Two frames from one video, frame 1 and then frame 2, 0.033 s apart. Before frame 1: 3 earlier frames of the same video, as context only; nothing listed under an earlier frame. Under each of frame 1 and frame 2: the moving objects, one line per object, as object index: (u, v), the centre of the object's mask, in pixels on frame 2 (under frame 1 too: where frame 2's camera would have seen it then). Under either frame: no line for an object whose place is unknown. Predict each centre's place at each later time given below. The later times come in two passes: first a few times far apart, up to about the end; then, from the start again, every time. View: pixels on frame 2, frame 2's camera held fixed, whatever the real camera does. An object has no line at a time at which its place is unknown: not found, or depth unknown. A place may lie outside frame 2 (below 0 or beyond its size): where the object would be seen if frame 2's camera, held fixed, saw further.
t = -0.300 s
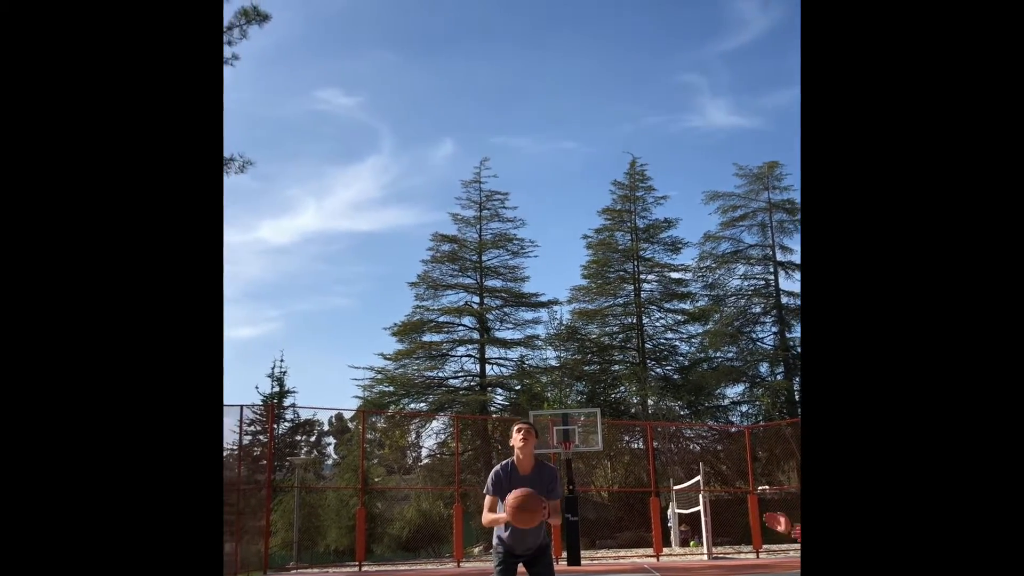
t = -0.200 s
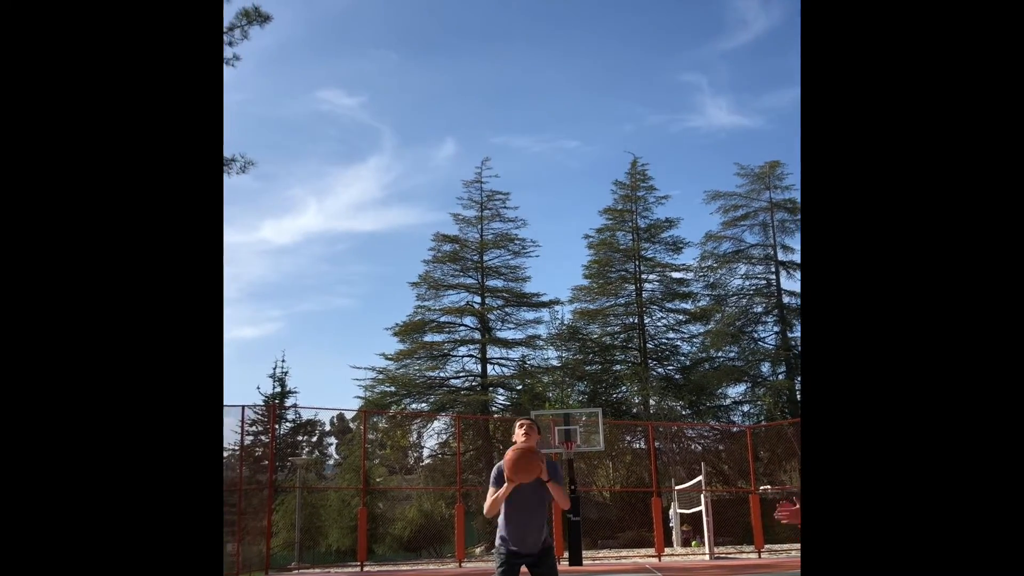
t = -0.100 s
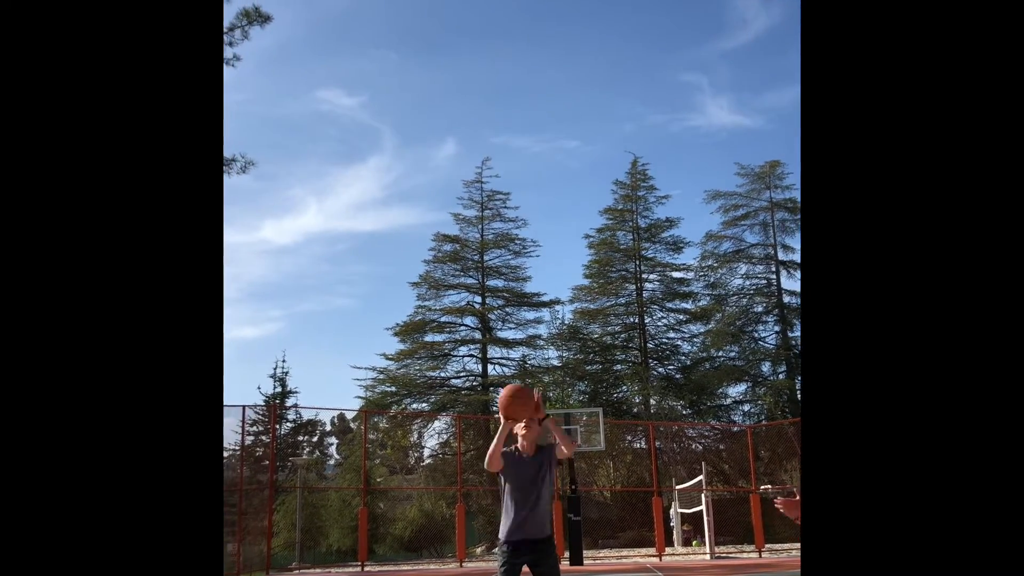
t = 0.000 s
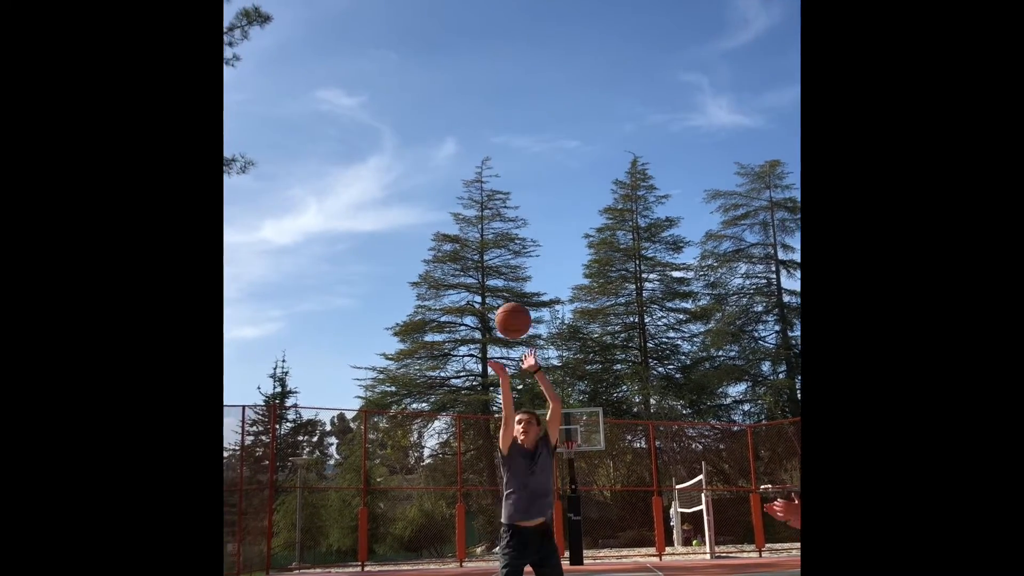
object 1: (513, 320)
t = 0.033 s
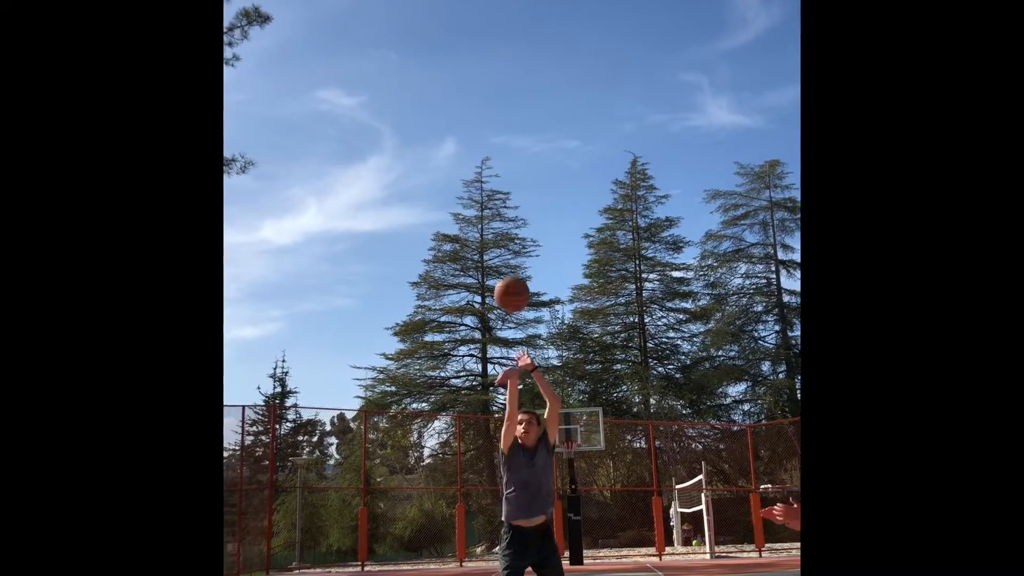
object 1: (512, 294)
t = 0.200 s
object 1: (508, 192)
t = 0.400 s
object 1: (504, 122)
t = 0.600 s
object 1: (501, 107)
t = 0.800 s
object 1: (500, 146)
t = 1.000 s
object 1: (501, 243)
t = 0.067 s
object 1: (511, 270)
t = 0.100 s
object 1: (510, 248)
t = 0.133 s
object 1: (509, 227)
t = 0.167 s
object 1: (509, 209)
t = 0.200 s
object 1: (508, 192)
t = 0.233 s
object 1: (507, 176)
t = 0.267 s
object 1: (506, 162)
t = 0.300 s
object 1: (506, 150)
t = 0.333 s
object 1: (505, 139)
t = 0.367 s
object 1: (504, 130)
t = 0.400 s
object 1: (504, 122)
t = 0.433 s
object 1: (503, 116)
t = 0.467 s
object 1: (503, 111)
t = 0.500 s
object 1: (502, 108)
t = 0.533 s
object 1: (502, 106)
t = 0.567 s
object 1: (501, 106)
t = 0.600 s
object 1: (501, 107)
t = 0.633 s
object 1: (501, 110)
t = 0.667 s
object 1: (501, 114)
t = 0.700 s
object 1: (501, 120)
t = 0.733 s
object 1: (501, 127)
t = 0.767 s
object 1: (501, 136)
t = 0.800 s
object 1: (500, 146)
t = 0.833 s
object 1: (500, 158)
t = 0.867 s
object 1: (501, 172)
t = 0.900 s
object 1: (501, 187)
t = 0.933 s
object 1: (501, 204)
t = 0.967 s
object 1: (501, 223)
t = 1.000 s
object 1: (501, 243)
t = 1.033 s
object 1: (501, 265)
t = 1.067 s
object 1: (501, 290)
